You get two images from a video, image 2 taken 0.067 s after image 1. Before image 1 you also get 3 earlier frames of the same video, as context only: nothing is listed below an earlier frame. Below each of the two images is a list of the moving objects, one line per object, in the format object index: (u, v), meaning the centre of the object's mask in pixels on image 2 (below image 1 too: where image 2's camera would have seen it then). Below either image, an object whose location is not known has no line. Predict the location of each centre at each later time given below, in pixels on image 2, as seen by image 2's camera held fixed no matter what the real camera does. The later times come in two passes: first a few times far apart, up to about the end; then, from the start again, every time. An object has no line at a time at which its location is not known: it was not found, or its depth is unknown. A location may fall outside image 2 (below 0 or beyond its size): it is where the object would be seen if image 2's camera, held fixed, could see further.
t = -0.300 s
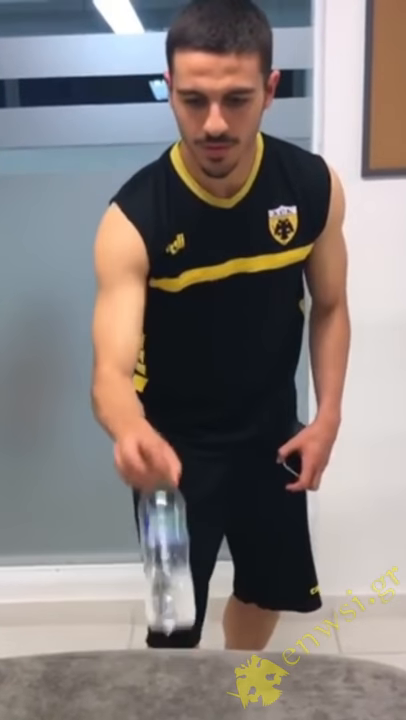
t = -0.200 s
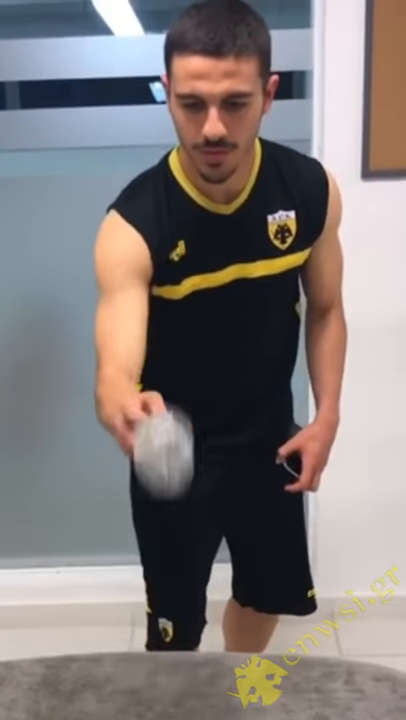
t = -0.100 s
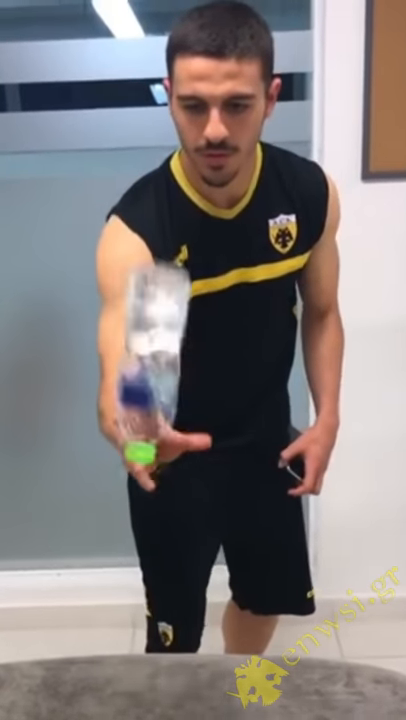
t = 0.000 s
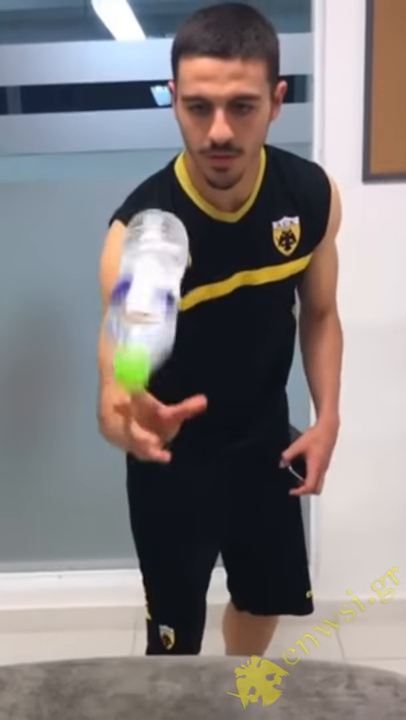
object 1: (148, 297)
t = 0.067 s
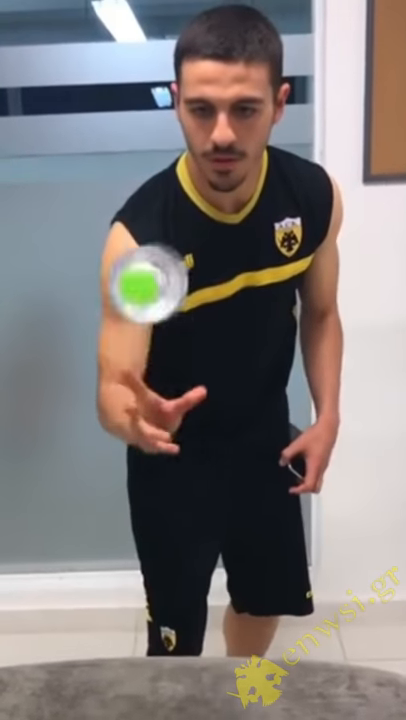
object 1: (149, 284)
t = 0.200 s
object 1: (160, 421)
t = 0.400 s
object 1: (164, 619)
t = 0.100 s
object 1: (152, 301)
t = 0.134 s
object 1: (153, 328)
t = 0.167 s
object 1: (156, 368)
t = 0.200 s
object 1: (160, 421)
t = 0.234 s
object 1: (163, 484)
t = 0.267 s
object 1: (167, 550)
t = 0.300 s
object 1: (170, 623)
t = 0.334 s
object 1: (169, 627)
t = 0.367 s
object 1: (165, 622)
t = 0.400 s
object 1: (164, 619)
